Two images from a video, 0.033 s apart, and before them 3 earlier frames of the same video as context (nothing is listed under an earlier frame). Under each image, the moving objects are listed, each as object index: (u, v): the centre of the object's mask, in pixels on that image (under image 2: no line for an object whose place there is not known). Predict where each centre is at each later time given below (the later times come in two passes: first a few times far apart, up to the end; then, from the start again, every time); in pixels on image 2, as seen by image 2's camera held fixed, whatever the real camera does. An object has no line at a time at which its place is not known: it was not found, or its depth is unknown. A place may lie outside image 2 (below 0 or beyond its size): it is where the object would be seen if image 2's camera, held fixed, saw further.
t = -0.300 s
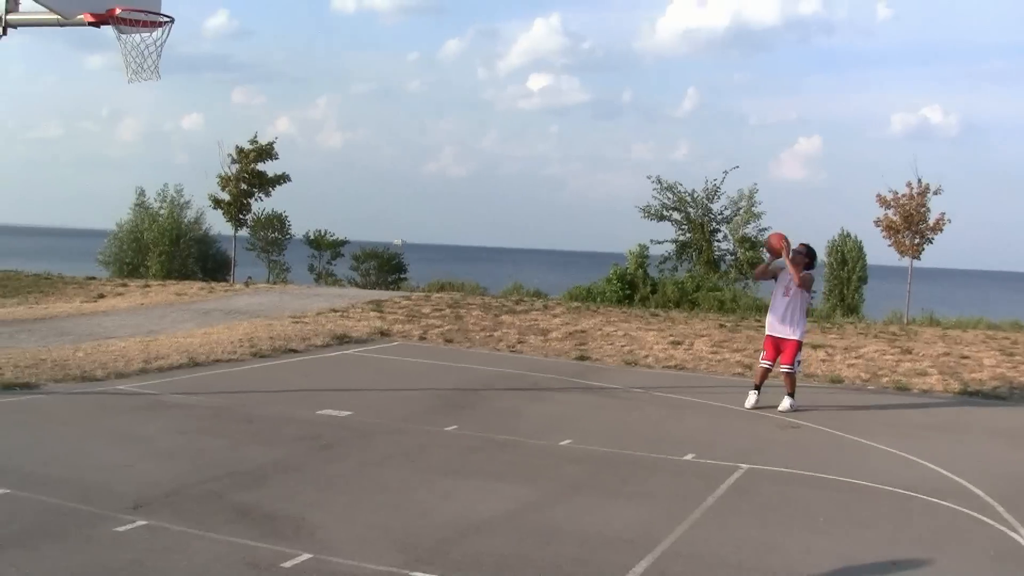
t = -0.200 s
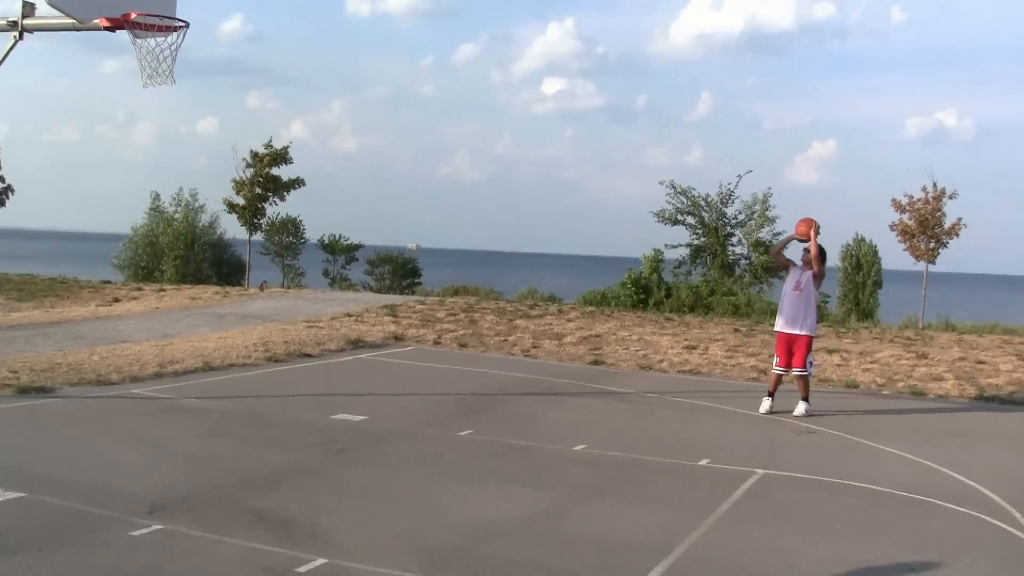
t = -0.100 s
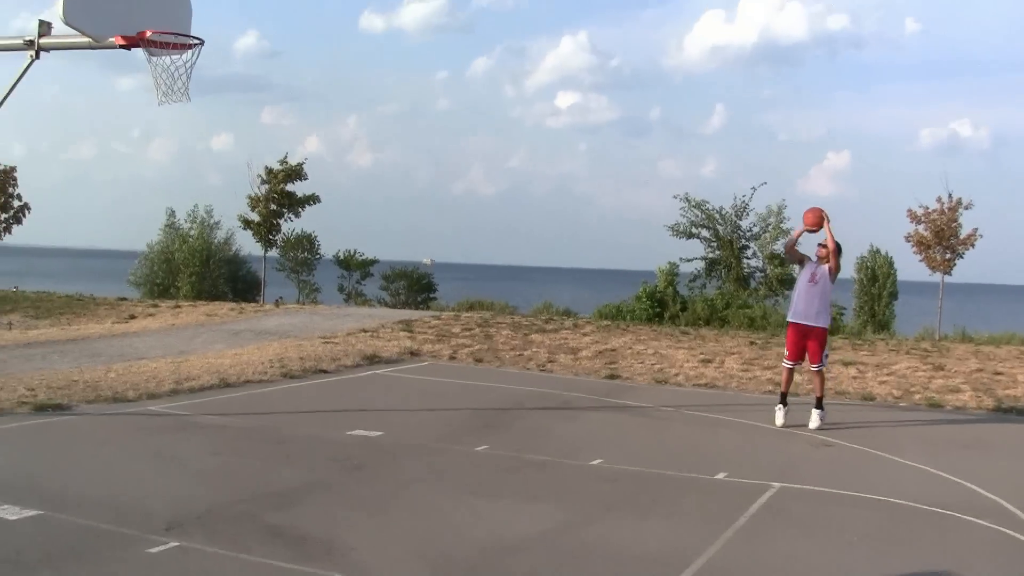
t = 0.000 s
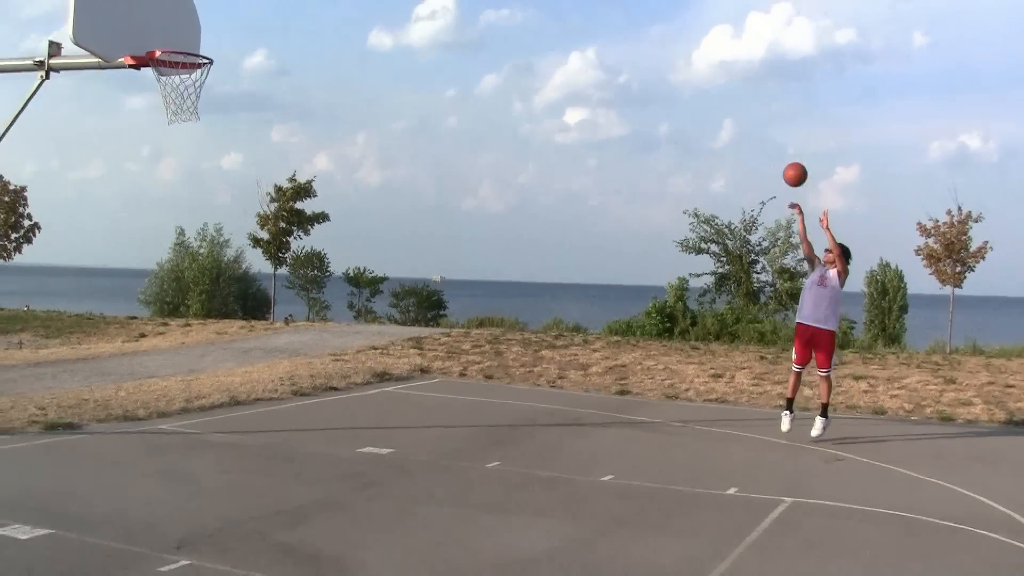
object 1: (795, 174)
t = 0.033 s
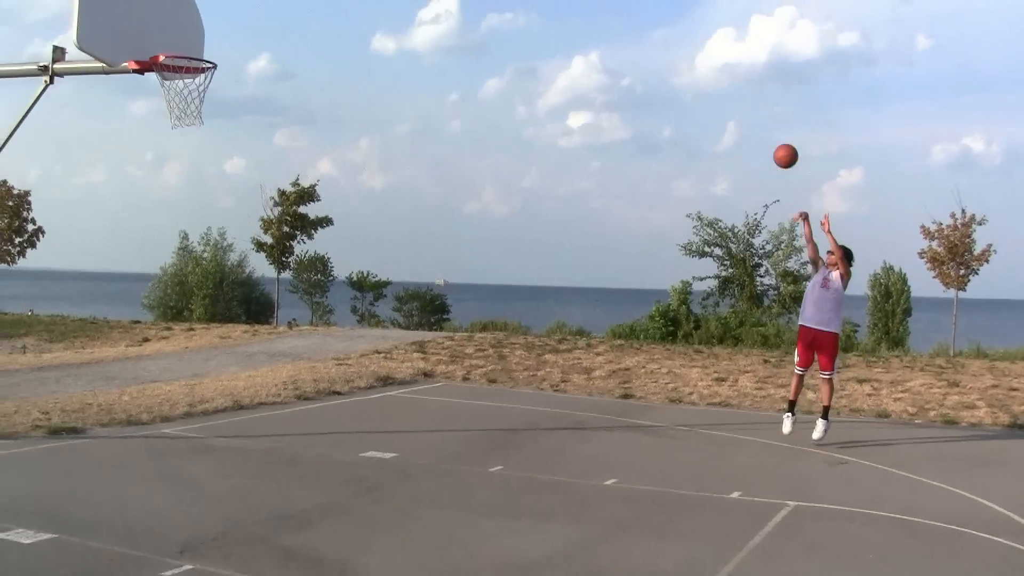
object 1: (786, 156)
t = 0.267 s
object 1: (689, 27)
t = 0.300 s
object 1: (676, 12)
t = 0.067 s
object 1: (773, 135)
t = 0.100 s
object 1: (759, 115)
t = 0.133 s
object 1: (745, 96)
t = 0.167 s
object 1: (733, 77)
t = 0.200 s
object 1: (719, 59)
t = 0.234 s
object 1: (703, 42)
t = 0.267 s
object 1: (689, 27)
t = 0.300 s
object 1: (676, 12)
